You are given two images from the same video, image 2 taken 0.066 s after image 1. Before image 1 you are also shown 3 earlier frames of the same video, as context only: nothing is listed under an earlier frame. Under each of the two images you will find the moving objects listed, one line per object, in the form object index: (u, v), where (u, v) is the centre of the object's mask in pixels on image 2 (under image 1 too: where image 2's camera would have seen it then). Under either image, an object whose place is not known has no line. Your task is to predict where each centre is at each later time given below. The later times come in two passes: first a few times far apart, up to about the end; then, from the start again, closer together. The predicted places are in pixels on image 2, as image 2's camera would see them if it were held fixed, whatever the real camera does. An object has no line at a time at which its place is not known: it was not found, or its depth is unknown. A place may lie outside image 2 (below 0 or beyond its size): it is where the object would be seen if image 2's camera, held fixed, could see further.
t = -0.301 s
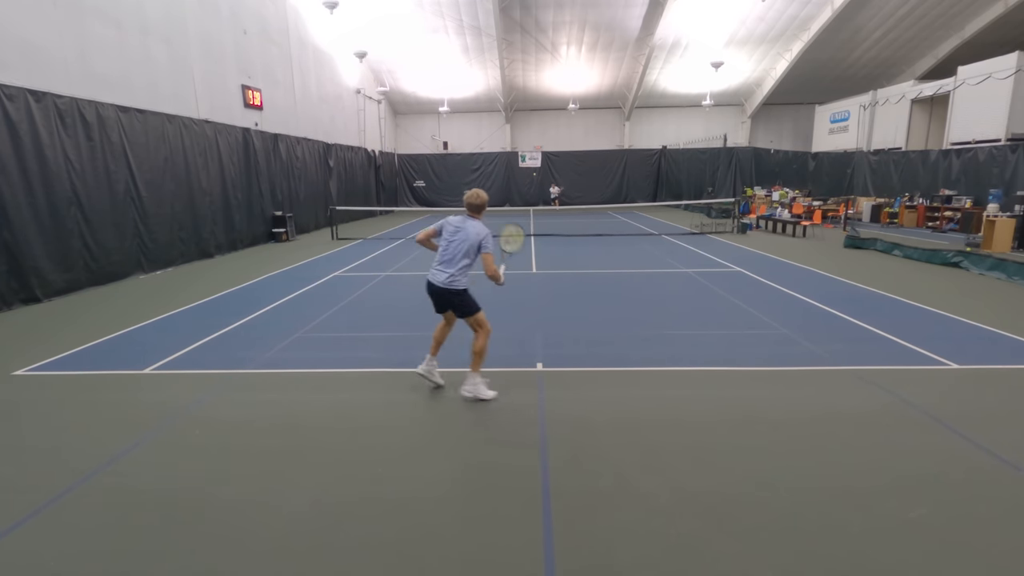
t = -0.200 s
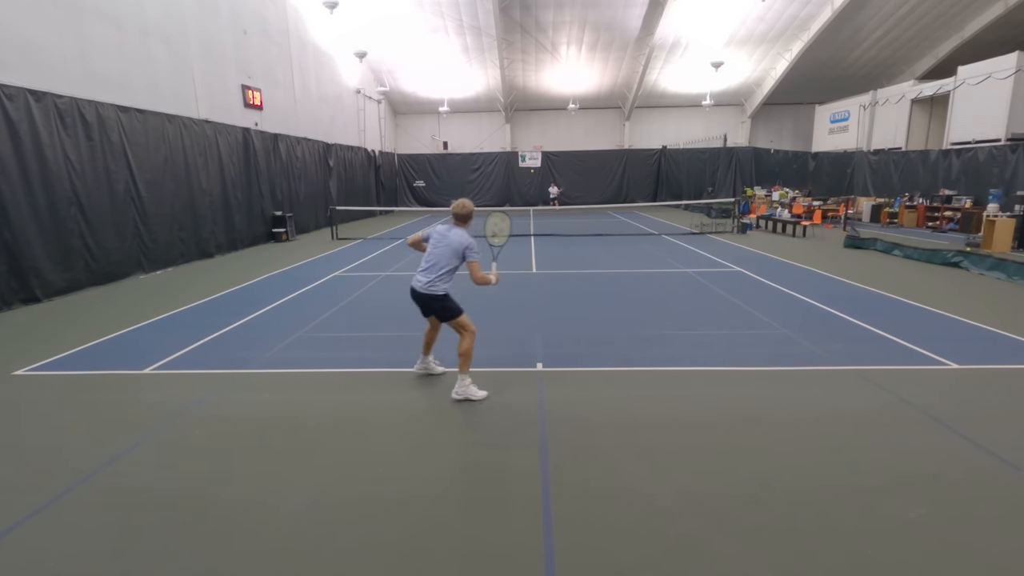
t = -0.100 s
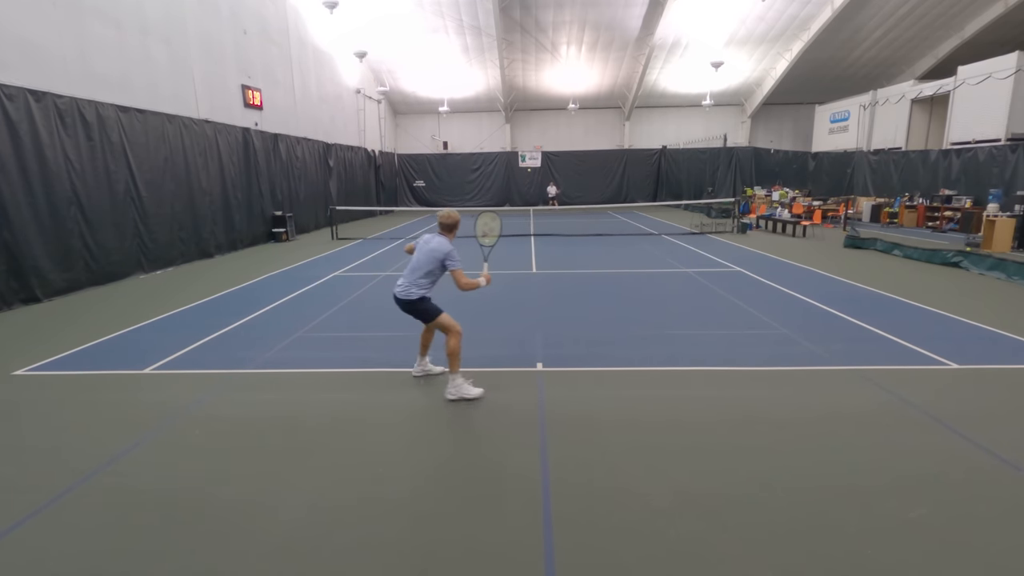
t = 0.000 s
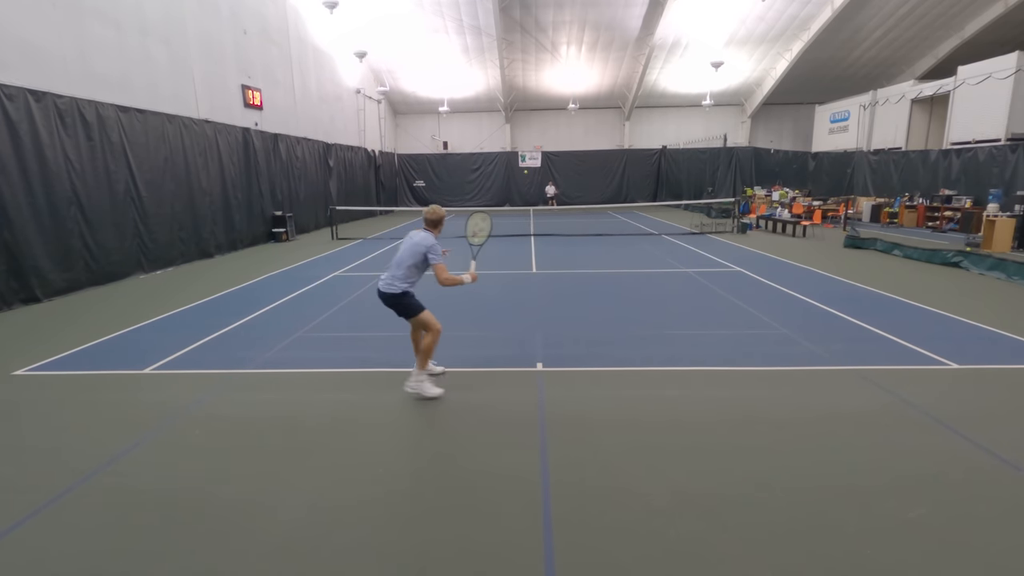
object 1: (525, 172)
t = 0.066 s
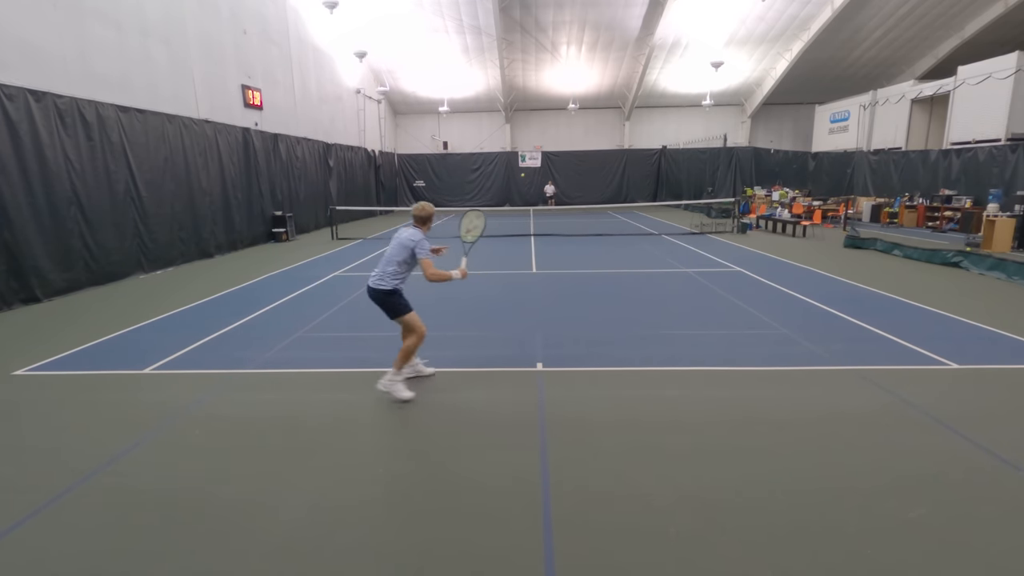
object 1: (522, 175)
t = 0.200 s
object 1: (515, 188)
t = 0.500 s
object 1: (487, 265)
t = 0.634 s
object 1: (466, 310)
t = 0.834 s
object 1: (424, 294)
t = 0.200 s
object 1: (515, 188)
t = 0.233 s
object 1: (513, 192)
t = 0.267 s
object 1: (510, 197)
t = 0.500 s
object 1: (487, 265)
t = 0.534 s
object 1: (482, 280)
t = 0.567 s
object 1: (477, 297)
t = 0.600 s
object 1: (472, 314)
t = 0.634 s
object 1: (466, 310)
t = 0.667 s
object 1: (461, 305)
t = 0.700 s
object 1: (454, 302)
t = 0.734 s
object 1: (448, 299)
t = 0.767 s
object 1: (440, 296)
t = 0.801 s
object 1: (433, 295)
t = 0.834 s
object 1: (424, 294)
